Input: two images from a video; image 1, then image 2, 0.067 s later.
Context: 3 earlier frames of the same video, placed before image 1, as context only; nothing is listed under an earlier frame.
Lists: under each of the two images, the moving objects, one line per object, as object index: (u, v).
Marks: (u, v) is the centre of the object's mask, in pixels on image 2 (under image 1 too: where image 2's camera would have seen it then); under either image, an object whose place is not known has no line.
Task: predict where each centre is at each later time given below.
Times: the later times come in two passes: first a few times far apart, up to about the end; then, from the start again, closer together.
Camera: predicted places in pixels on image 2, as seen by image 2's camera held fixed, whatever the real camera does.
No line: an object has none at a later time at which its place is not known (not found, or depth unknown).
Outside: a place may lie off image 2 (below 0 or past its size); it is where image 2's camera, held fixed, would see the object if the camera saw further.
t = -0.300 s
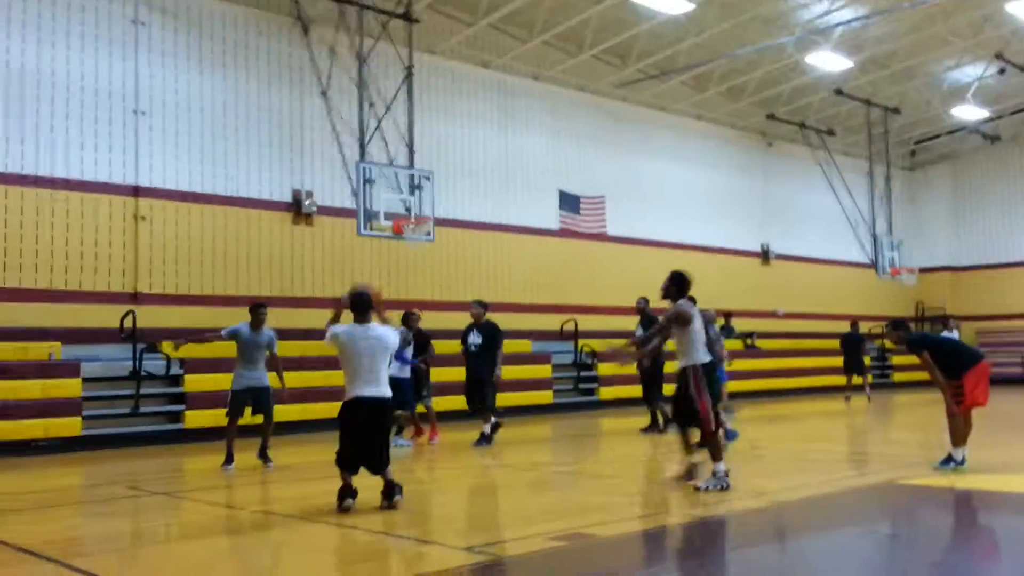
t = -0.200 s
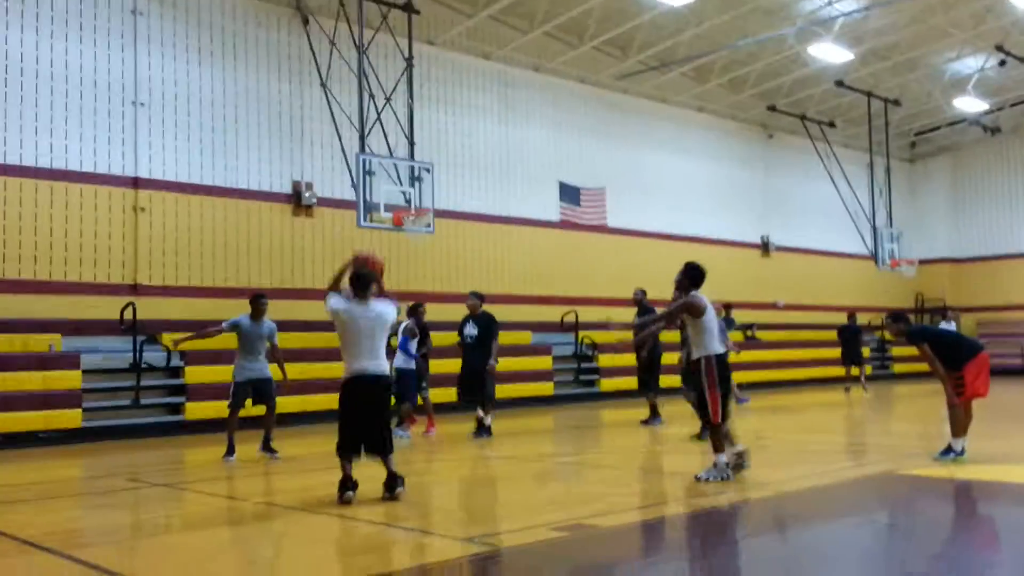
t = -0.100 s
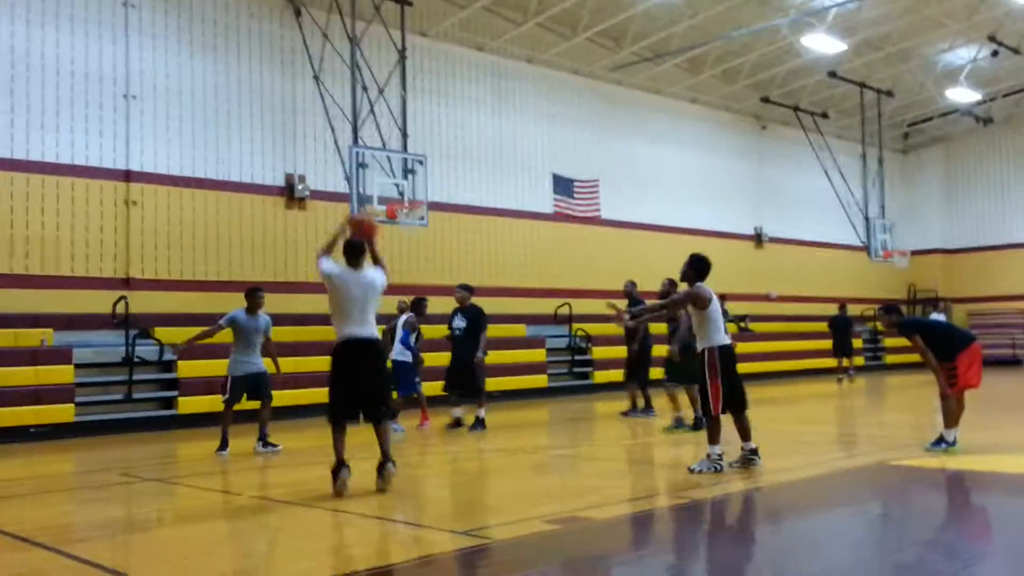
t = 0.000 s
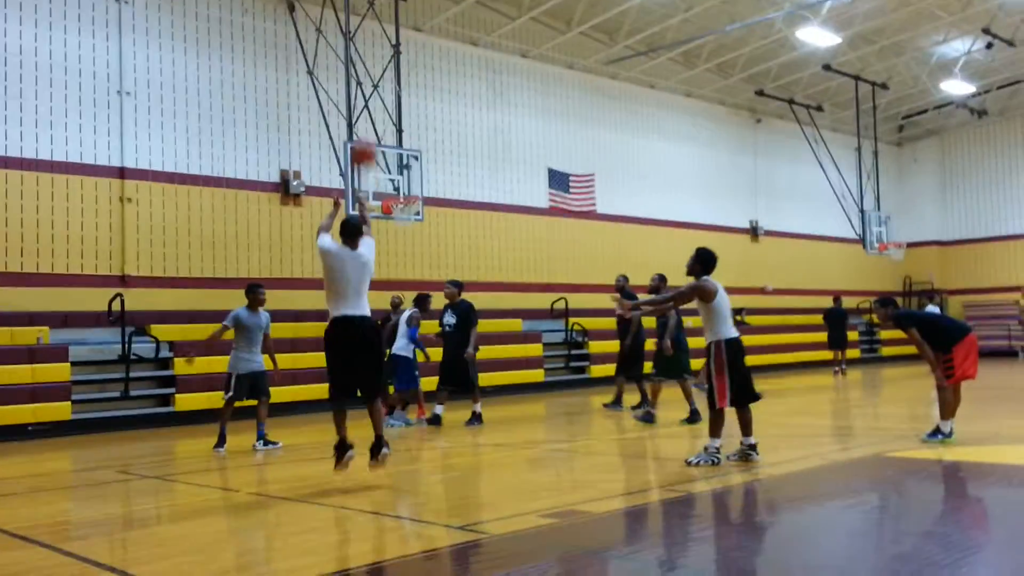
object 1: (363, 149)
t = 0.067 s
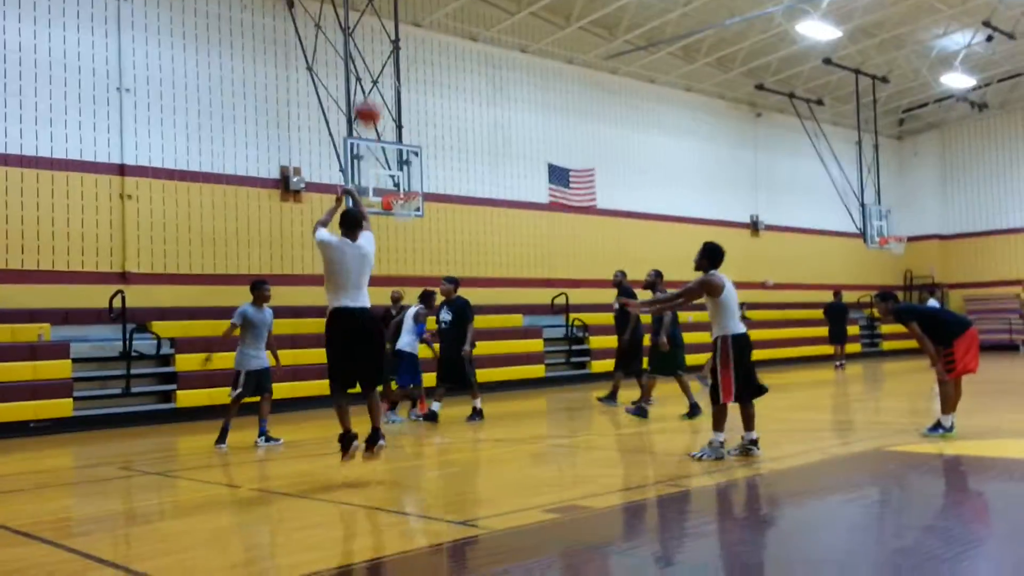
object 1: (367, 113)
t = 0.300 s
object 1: (379, 43)
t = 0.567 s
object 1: (389, 37)
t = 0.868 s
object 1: (399, 95)
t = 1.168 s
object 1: (407, 189)
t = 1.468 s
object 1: (361, 139)
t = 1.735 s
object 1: (314, 147)
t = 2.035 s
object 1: (256, 233)
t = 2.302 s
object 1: (193, 403)
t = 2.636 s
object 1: (122, 305)
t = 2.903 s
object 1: (61, 240)
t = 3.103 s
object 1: (10, 240)
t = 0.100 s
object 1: (370, 98)
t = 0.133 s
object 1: (371, 86)
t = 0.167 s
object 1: (373, 74)
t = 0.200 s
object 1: (374, 64)
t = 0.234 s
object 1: (375, 56)
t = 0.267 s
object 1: (377, 49)
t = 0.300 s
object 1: (379, 43)
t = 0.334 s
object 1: (380, 39)
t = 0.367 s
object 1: (381, 35)
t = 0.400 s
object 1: (384, 33)
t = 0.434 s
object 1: (385, 33)
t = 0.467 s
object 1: (387, 32)
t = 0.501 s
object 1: (387, 32)
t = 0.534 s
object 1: (388, 34)
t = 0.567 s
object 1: (389, 37)
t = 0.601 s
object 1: (390, 38)
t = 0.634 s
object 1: (391, 44)
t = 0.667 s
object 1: (392, 49)
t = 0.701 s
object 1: (393, 55)
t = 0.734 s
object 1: (395, 61)
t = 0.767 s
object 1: (396, 69)
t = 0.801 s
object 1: (397, 77)
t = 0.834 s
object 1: (398, 85)
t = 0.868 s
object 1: (399, 95)
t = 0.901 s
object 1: (400, 104)
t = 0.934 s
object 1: (401, 114)
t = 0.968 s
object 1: (402, 125)
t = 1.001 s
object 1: (403, 135)
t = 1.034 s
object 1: (404, 148)
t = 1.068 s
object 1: (405, 159)
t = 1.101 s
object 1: (406, 172)
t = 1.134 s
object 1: (407, 185)
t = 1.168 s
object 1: (407, 189)
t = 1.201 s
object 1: (402, 182)
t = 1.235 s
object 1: (396, 174)
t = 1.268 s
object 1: (392, 167)
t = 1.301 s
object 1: (387, 161)
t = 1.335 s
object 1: (381, 155)
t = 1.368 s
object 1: (375, 149)
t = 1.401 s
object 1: (371, 146)
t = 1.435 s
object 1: (366, 142)
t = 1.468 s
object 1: (361, 139)
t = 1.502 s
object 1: (355, 137)
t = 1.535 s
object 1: (349, 136)
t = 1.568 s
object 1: (343, 136)
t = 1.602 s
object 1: (337, 137)
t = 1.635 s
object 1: (333, 137)
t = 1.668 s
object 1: (327, 140)
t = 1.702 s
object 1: (321, 143)
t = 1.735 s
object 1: (314, 147)
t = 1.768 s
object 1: (308, 152)
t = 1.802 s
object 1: (302, 158)
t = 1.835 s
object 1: (297, 165)
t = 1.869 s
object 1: (290, 175)
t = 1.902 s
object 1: (286, 185)
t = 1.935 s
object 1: (278, 193)
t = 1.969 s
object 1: (270, 206)
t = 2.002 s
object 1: (264, 218)
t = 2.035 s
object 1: (256, 233)
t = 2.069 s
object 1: (249, 249)
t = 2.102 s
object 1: (242, 265)
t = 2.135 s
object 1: (234, 285)
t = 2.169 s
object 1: (227, 307)
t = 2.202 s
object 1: (219, 324)
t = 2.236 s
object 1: (211, 349)
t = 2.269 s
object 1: (203, 378)
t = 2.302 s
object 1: (193, 403)
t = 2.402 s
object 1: (171, 414)
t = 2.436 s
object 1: (164, 394)
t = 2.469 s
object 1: (158, 377)
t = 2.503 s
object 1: (151, 361)
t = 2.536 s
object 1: (144, 344)
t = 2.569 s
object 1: (138, 328)
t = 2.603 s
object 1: (130, 318)
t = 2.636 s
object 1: (122, 305)
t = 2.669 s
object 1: (115, 292)
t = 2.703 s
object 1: (108, 282)
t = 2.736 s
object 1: (102, 273)
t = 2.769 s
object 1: (91, 264)
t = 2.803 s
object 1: (85, 256)
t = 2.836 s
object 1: (76, 249)
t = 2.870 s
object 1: (68, 243)
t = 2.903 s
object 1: (61, 240)
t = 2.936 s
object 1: (51, 236)
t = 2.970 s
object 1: (44, 234)
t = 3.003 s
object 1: (35, 234)
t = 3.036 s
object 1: (27, 235)
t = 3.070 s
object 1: (18, 237)
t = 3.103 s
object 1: (10, 240)
